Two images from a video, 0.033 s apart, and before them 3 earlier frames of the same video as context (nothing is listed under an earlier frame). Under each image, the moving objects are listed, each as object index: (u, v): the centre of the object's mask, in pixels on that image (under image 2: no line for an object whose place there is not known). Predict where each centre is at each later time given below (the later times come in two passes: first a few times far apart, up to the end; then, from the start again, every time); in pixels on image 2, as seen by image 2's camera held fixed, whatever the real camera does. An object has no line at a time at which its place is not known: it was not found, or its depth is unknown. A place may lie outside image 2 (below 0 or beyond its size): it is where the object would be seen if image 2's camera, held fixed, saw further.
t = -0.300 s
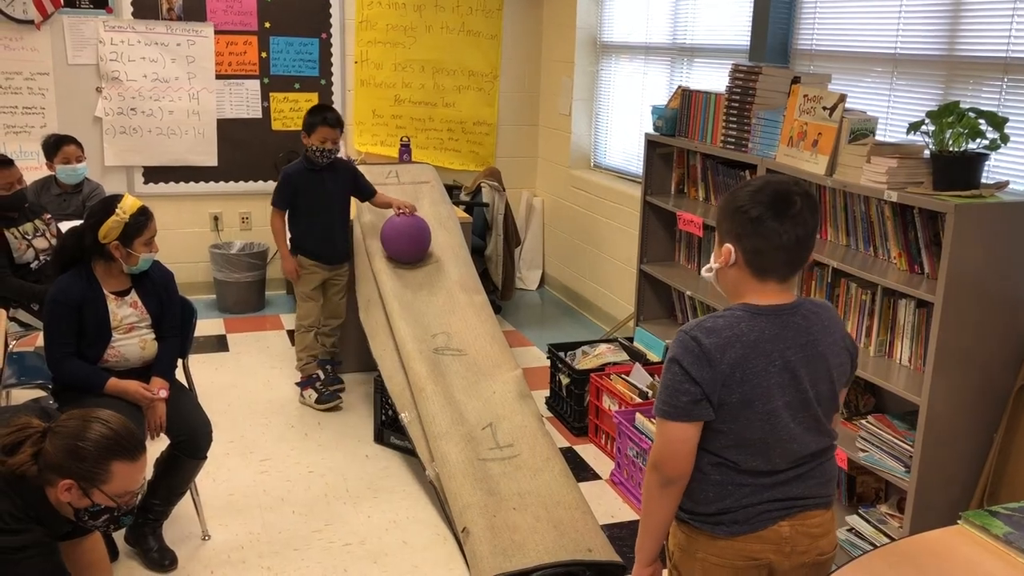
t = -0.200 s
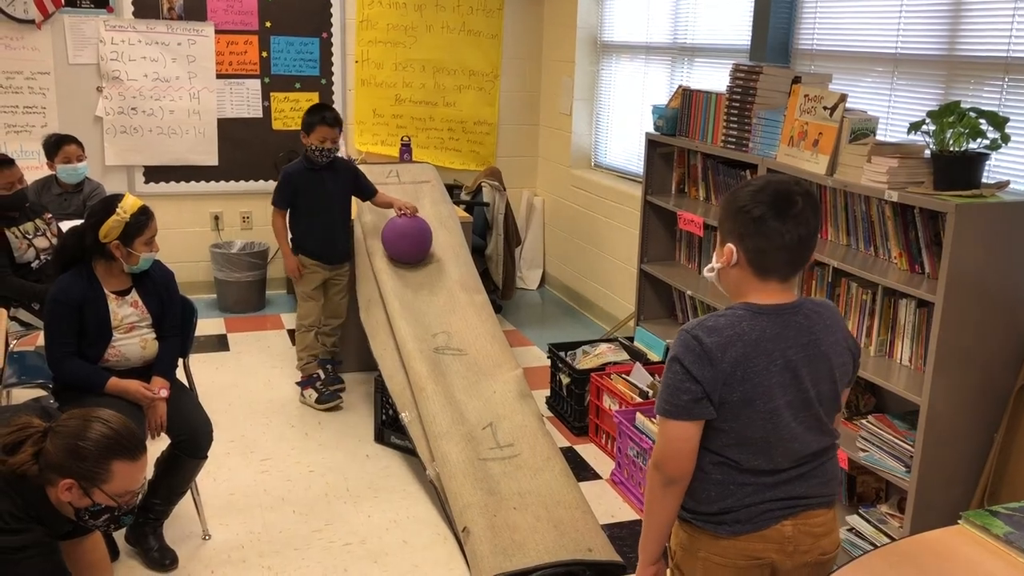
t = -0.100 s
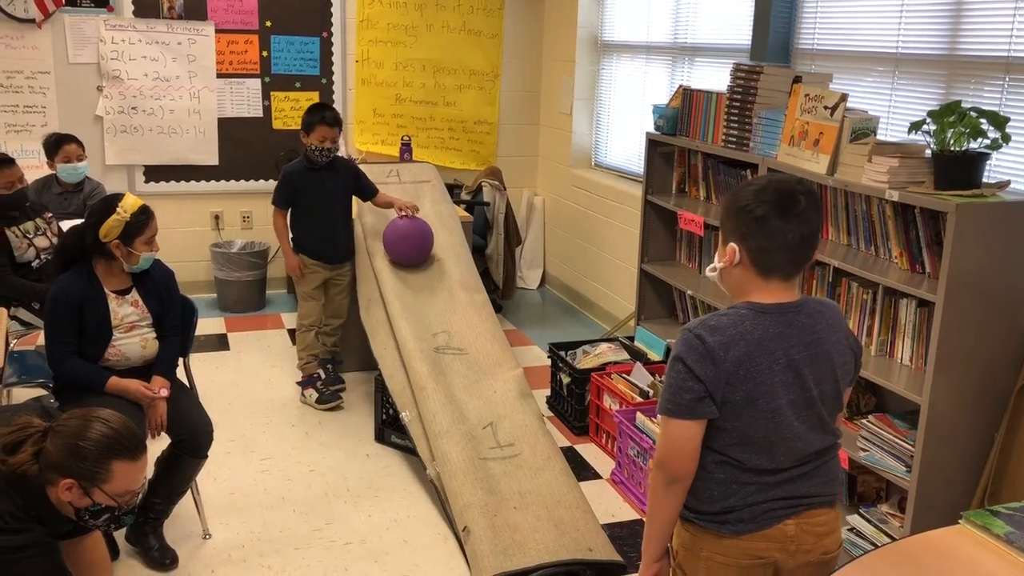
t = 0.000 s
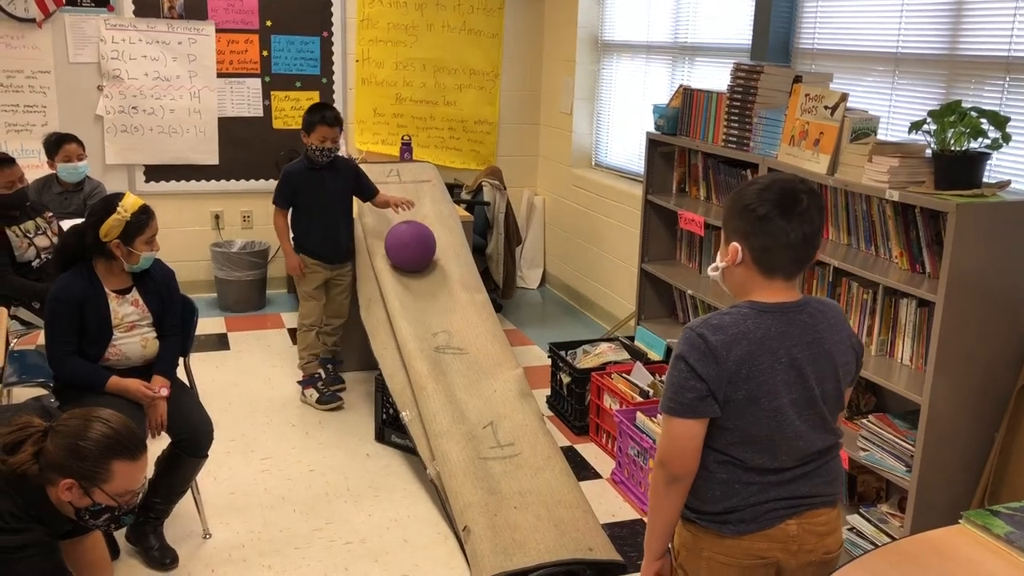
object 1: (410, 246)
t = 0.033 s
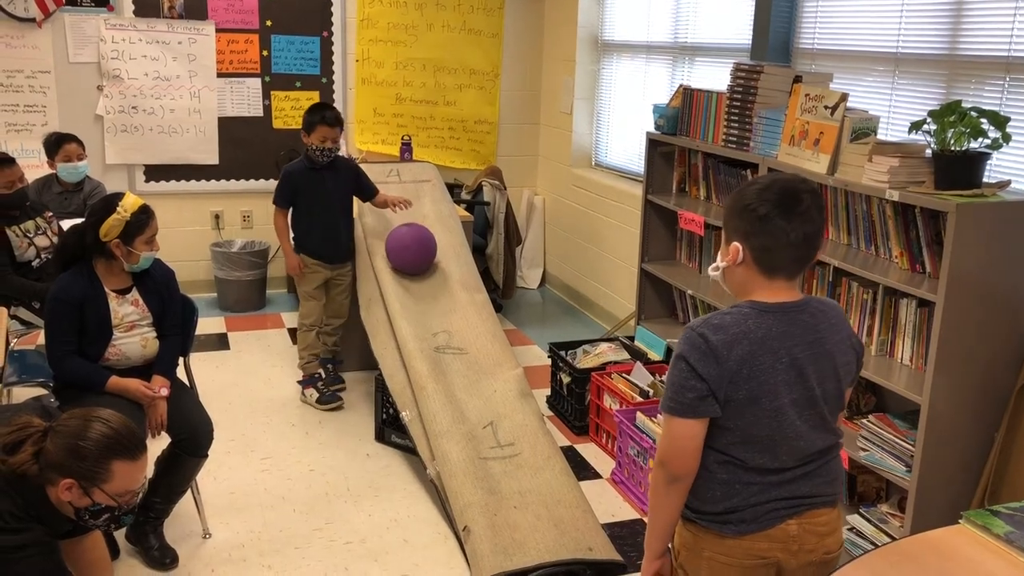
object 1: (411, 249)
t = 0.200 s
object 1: (418, 268)
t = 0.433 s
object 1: (446, 310)
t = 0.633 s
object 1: (478, 360)
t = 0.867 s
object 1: (531, 439)
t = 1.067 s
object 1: (592, 539)
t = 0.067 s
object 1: (412, 252)
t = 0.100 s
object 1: (413, 255)
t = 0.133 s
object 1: (414, 259)
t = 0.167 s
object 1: (416, 263)
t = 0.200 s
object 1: (418, 268)
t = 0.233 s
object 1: (420, 272)
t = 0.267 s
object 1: (423, 278)
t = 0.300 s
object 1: (427, 284)
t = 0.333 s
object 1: (431, 289)
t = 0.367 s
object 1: (435, 296)
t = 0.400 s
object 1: (441, 303)
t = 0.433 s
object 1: (446, 310)
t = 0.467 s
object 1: (451, 318)
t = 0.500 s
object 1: (456, 326)
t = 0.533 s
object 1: (461, 334)
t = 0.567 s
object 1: (466, 342)
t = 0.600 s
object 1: (472, 351)
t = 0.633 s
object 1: (478, 360)
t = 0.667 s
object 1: (485, 369)
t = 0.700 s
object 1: (492, 378)
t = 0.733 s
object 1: (500, 387)
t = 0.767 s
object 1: (507, 398)
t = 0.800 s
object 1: (515, 412)
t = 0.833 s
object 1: (523, 426)
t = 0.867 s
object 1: (531, 439)
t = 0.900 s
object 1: (539, 452)
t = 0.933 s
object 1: (548, 468)
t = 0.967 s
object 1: (558, 484)
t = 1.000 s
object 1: (568, 500)
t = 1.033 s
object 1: (579, 520)
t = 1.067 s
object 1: (592, 539)
